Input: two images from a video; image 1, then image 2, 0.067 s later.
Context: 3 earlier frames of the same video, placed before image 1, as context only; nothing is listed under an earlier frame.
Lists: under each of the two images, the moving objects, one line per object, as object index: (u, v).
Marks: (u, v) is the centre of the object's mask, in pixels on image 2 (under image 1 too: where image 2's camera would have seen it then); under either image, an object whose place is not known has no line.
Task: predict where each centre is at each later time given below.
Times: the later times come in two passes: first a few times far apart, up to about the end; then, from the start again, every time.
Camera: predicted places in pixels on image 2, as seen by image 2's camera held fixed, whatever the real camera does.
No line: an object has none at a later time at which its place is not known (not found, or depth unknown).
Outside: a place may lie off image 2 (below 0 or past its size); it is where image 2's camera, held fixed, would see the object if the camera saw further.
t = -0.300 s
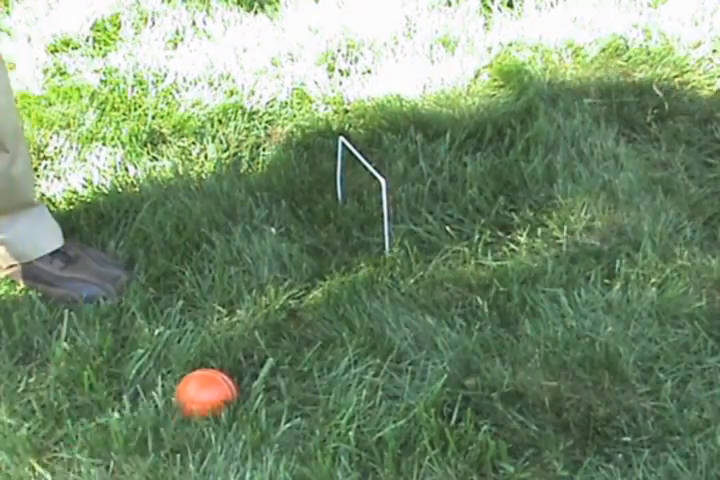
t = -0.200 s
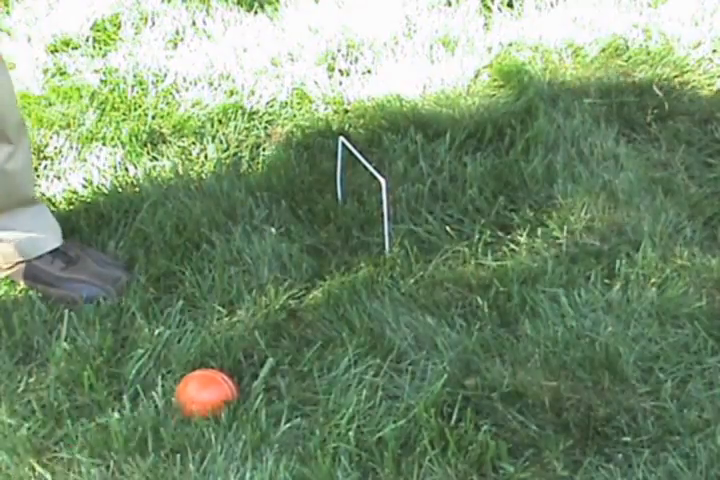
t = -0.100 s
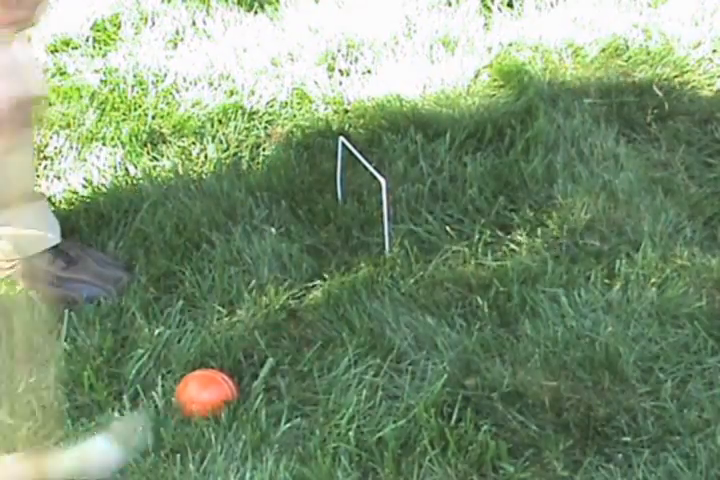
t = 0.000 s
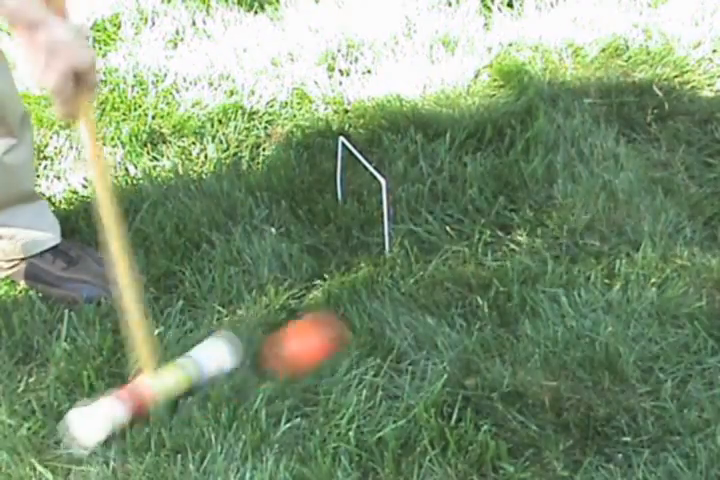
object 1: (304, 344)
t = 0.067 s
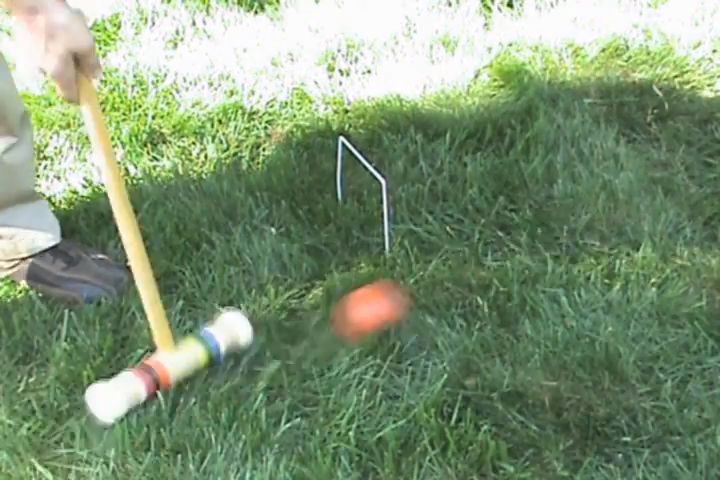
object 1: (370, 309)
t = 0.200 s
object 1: (476, 263)
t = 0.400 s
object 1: (572, 200)
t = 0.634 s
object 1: (628, 164)
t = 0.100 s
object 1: (399, 298)
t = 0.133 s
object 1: (427, 289)
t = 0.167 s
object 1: (453, 277)
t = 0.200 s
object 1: (476, 263)
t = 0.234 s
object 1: (496, 251)
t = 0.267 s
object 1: (517, 242)
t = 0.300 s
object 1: (536, 234)
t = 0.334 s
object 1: (550, 220)
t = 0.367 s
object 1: (562, 208)
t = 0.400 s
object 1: (572, 200)
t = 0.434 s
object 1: (583, 195)
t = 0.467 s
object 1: (593, 193)
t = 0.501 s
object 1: (602, 187)
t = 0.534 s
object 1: (610, 180)
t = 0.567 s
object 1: (616, 173)
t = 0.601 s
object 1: (622, 170)
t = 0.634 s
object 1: (628, 164)
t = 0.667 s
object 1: (635, 157)
